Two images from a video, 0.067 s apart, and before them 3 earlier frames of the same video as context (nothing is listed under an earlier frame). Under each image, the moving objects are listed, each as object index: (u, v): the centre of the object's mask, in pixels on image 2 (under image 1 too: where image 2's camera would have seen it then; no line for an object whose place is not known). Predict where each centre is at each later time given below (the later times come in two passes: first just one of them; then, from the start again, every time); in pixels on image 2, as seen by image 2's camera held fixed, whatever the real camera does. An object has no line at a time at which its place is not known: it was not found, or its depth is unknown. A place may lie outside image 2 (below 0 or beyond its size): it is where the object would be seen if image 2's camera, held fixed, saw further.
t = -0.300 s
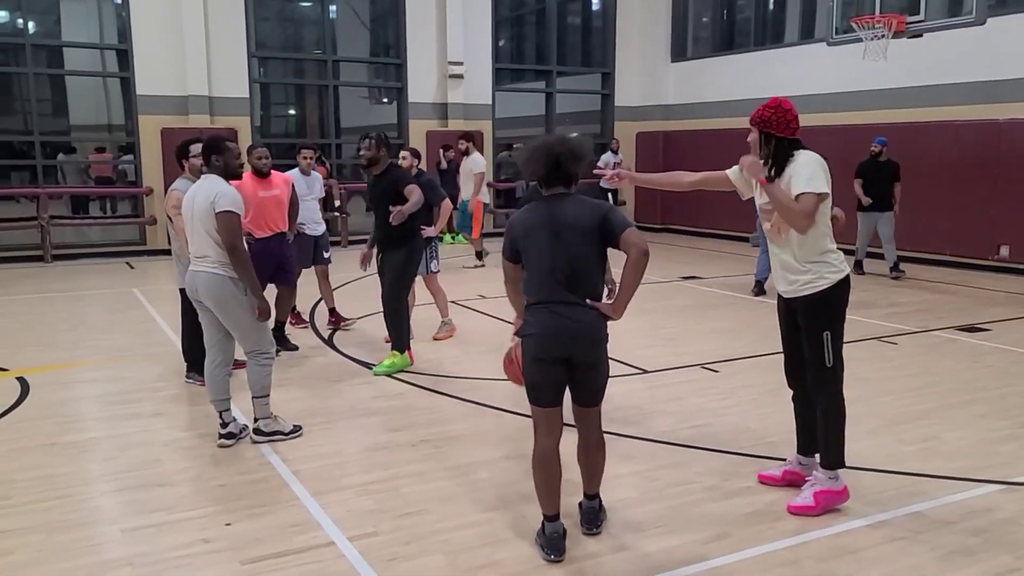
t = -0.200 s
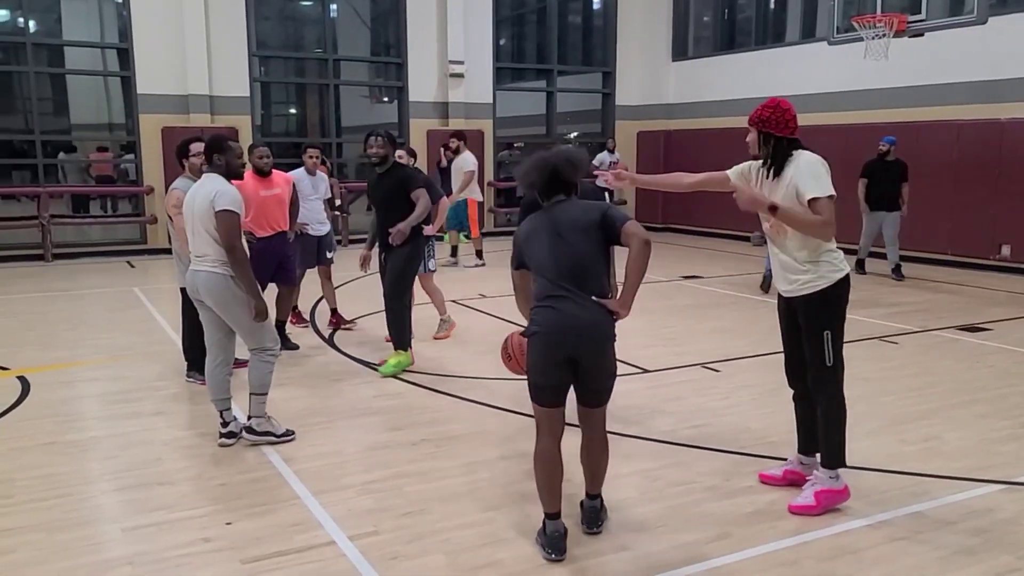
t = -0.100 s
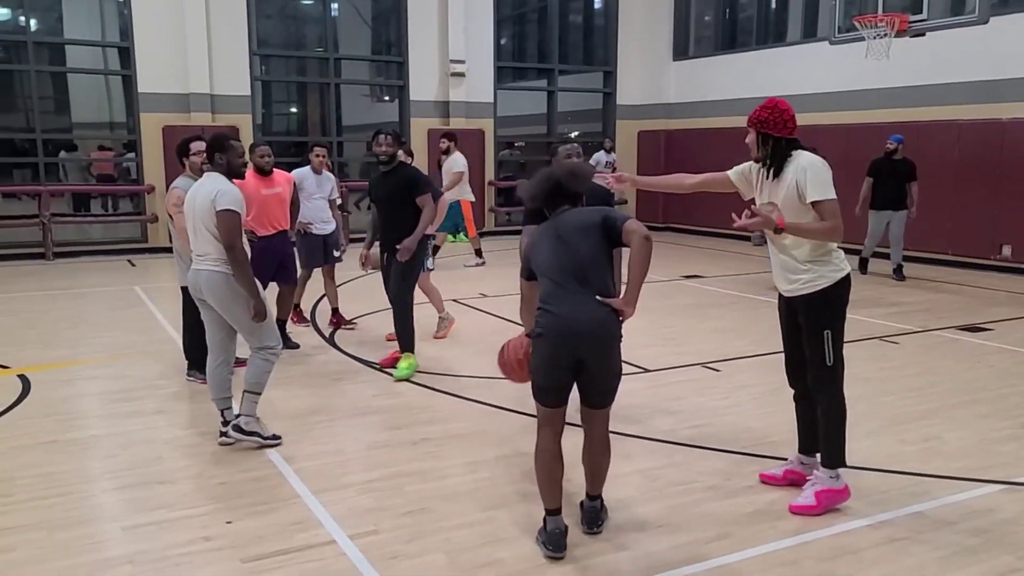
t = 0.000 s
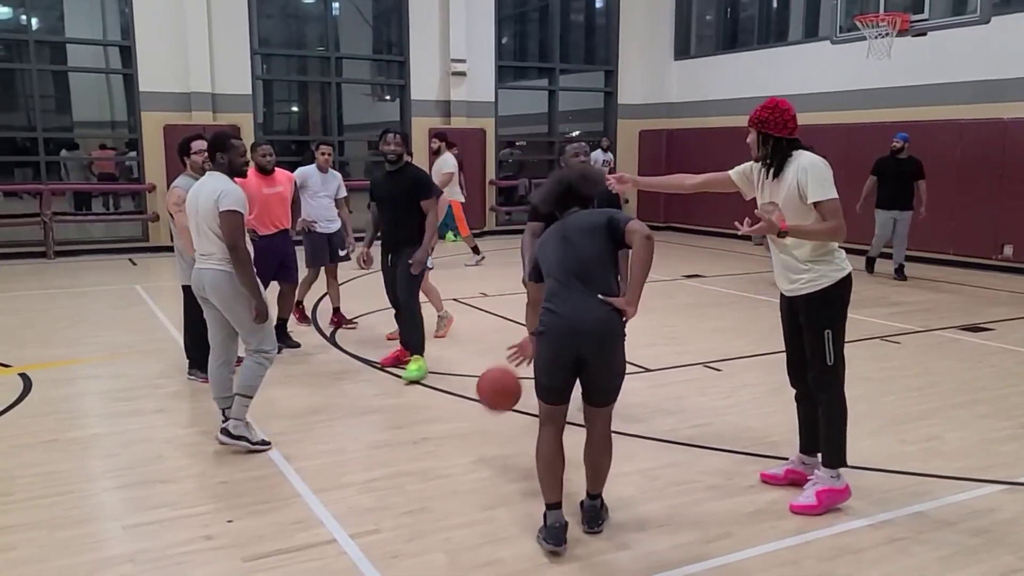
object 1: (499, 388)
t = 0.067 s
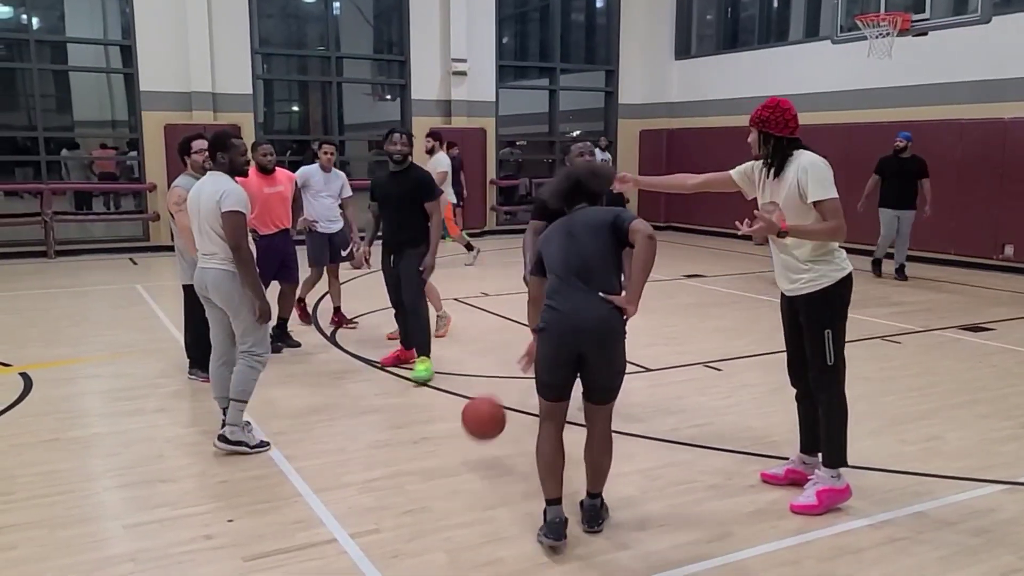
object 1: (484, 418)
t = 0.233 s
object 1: (449, 404)
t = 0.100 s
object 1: (476, 435)
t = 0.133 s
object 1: (469, 440)
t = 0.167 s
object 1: (462, 426)
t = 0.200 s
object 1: (456, 414)
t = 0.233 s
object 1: (449, 404)
